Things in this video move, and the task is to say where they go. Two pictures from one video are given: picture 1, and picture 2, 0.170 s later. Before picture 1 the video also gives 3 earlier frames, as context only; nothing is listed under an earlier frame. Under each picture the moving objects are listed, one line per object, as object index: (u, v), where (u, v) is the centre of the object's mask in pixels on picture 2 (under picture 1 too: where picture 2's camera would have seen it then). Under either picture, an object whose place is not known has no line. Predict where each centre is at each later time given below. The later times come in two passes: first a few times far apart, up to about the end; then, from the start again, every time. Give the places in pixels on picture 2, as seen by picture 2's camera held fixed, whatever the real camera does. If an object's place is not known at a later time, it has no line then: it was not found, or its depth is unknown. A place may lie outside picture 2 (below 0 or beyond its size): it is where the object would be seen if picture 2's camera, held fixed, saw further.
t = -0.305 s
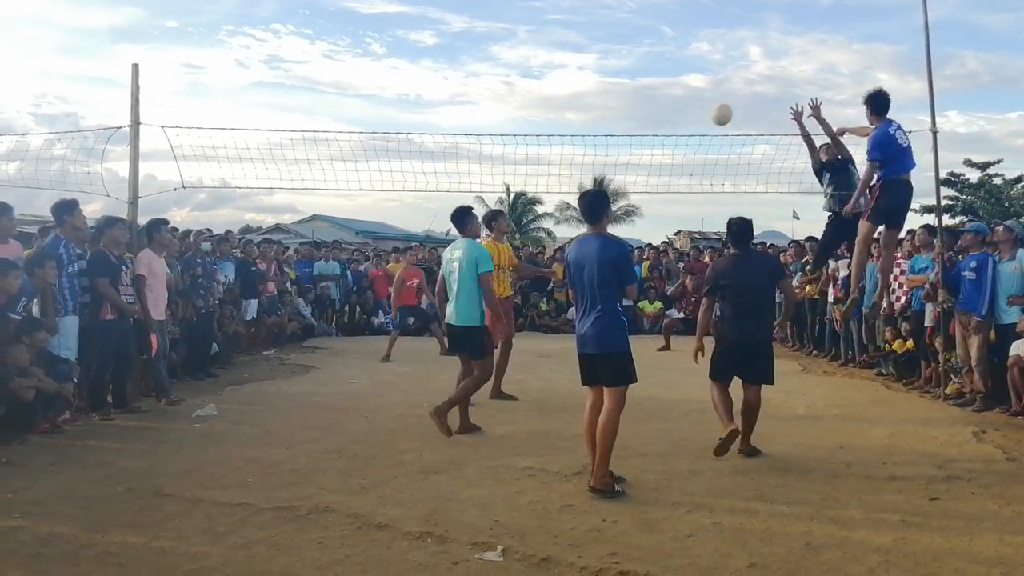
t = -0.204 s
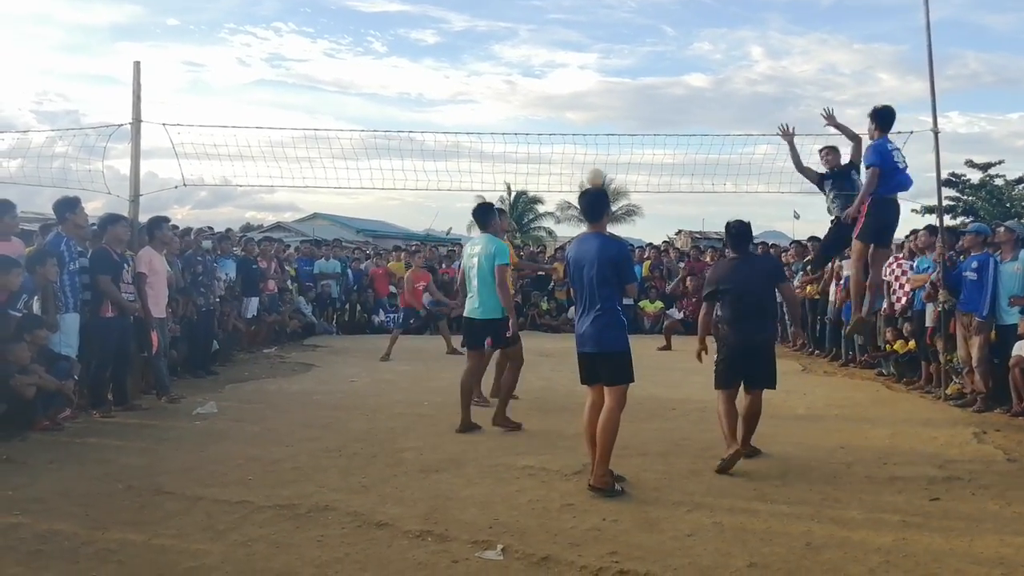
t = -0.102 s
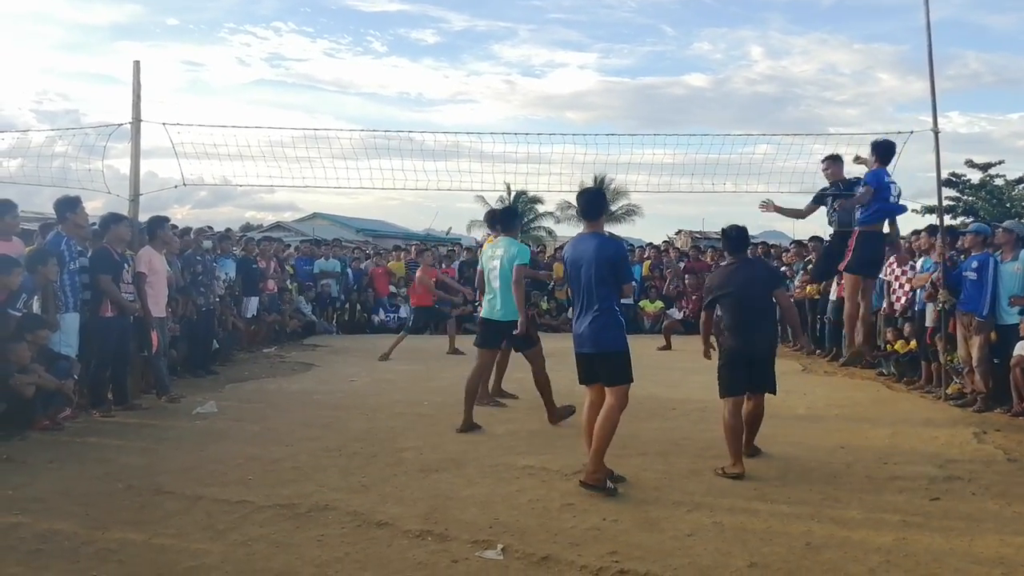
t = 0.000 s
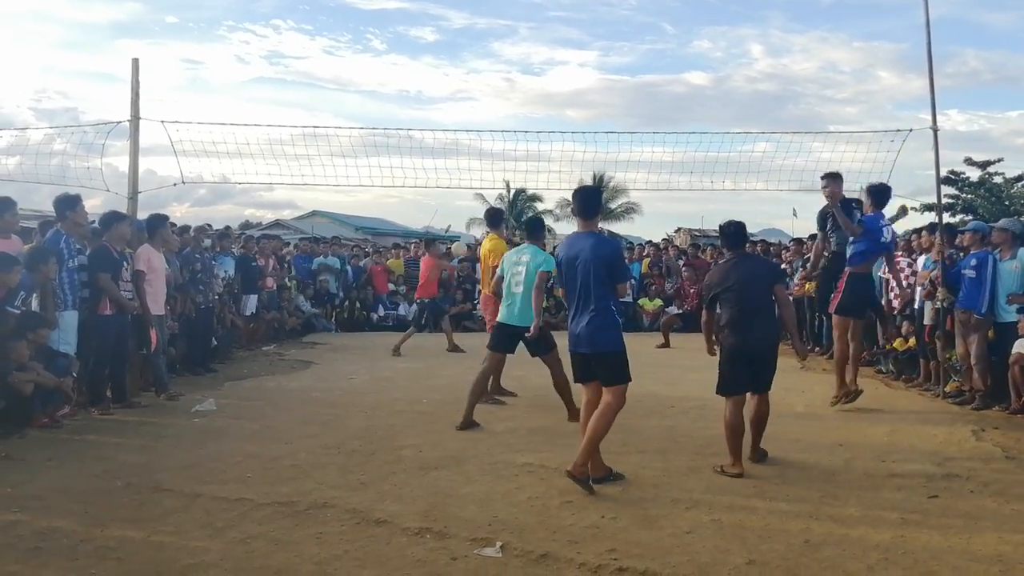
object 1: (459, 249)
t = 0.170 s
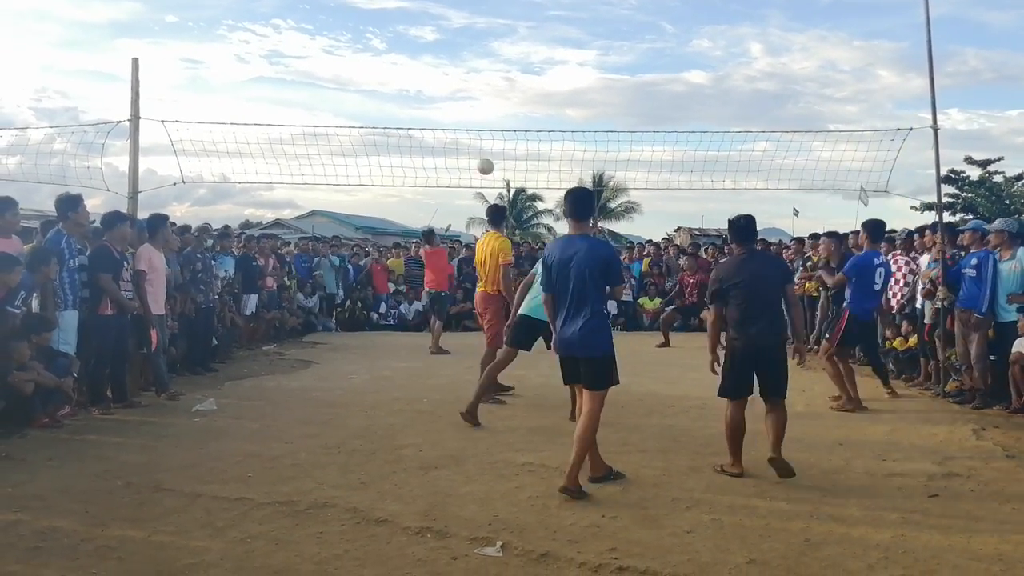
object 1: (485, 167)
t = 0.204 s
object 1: (491, 151)
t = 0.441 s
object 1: (535, 63)
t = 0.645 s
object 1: (583, 15)
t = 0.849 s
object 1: (641, 3)
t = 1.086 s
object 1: (728, 52)
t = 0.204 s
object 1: (491, 151)
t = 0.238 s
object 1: (496, 137)
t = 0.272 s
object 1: (503, 123)
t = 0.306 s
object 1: (508, 110)
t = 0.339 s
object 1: (515, 97)
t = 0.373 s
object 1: (521, 85)
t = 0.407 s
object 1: (528, 73)
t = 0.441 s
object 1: (535, 63)
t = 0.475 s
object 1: (543, 53)
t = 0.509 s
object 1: (550, 44)
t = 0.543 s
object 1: (558, 36)
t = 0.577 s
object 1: (566, 28)
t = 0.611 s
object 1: (575, 21)
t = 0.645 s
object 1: (583, 15)
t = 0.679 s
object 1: (592, 10)
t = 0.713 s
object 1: (601, 6)
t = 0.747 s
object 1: (611, 3)
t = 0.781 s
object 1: (621, 2)
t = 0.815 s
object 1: (631, 2)
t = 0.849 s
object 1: (641, 3)
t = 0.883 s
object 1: (652, 4)
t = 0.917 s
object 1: (664, 8)
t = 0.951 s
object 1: (676, 13)
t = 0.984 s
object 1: (688, 20)
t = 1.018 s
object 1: (701, 29)
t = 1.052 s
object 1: (714, 39)
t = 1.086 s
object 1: (728, 52)
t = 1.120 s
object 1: (743, 65)
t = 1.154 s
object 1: (758, 82)
